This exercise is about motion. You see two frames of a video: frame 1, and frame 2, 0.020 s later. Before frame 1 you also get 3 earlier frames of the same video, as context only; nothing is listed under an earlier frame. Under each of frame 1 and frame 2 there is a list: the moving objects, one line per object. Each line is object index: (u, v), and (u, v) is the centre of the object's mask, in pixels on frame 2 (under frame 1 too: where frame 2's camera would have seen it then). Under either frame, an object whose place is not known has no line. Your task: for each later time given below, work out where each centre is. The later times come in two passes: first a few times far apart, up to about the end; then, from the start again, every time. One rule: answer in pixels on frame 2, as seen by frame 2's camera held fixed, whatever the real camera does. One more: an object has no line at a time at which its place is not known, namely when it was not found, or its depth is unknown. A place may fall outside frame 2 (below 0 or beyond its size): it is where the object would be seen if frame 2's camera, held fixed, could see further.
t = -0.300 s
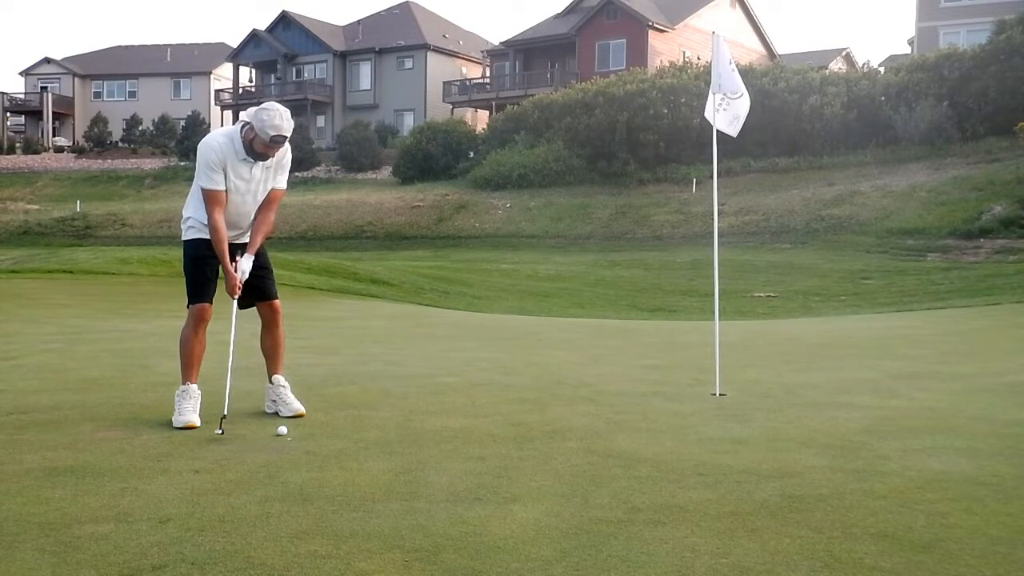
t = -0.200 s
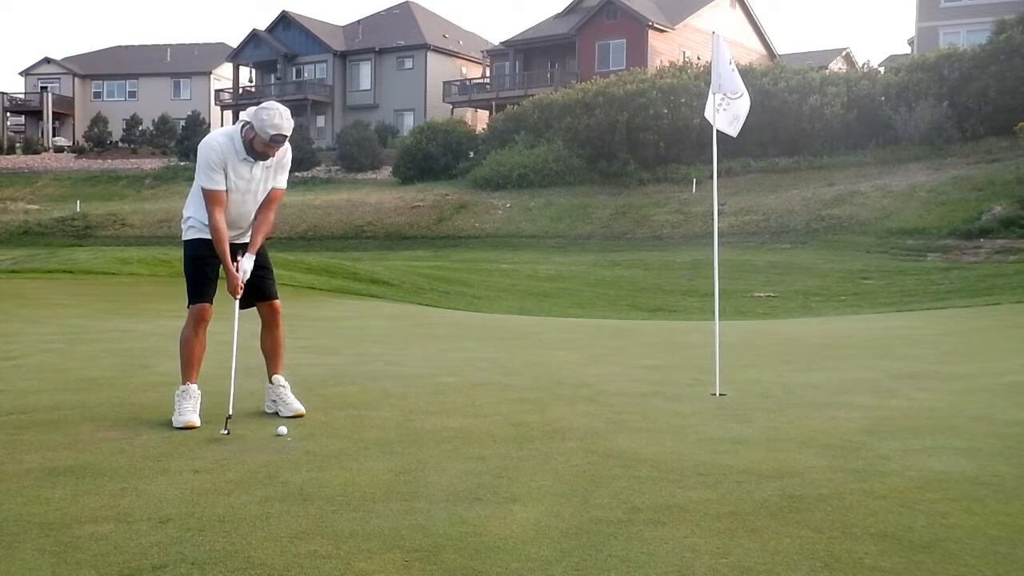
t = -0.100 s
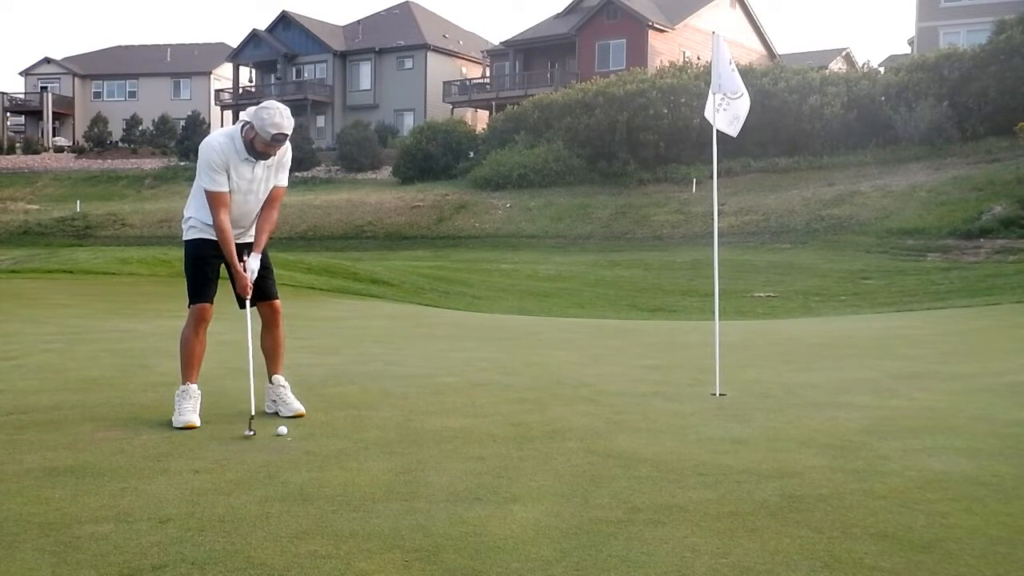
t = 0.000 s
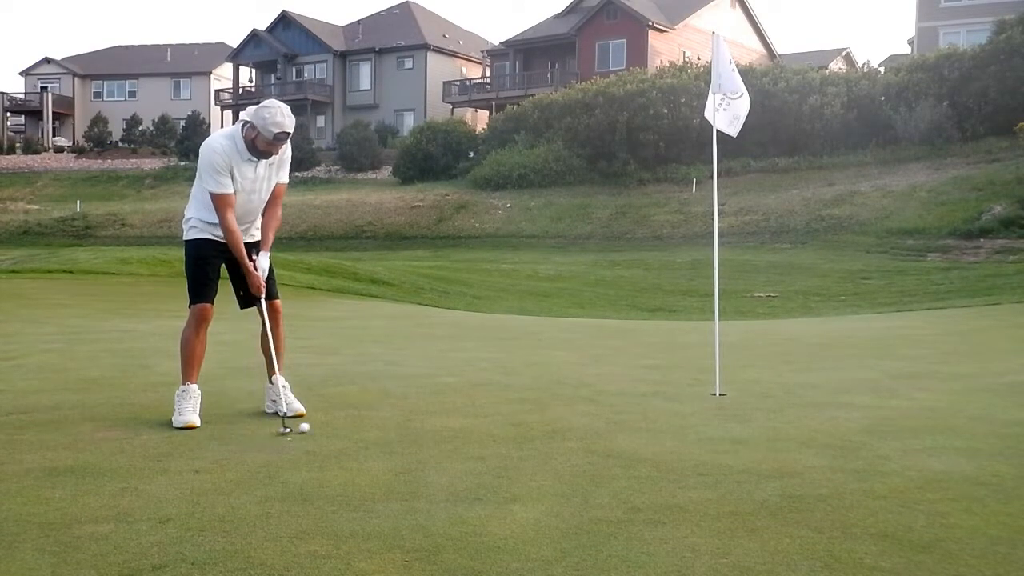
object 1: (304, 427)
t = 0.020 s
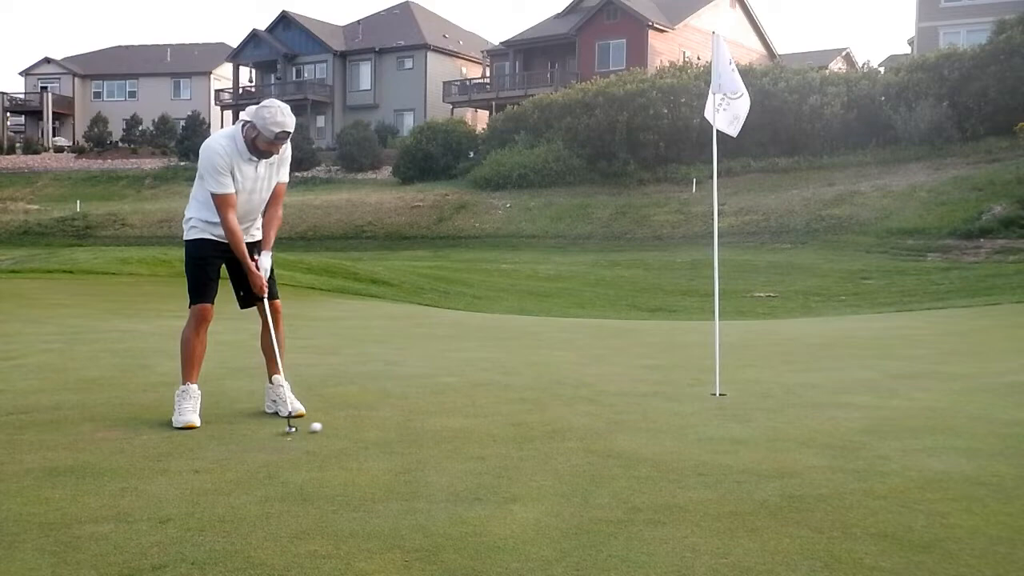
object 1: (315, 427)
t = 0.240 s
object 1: (408, 420)
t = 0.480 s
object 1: (485, 415)
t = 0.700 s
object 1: (544, 410)
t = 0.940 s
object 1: (598, 405)
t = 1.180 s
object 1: (644, 401)
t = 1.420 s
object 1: (682, 398)
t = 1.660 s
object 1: (712, 396)
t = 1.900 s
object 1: (738, 393)
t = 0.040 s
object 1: (326, 427)
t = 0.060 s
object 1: (336, 425)
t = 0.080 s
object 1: (346, 425)
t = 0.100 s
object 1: (357, 424)
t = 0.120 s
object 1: (365, 423)
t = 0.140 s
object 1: (372, 422)
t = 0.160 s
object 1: (379, 422)
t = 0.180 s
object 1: (388, 422)
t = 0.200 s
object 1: (395, 421)
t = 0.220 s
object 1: (402, 421)
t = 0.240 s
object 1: (408, 420)
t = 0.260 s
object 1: (415, 419)
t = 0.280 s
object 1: (422, 419)
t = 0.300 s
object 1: (429, 419)
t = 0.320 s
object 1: (435, 418)
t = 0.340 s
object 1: (442, 418)
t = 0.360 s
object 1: (448, 417)
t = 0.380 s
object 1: (454, 417)
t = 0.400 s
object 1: (461, 416)
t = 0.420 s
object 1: (467, 416)
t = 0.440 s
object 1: (473, 415)
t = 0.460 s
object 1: (479, 415)
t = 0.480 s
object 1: (485, 415)
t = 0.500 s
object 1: (491, 414)
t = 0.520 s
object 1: (496, 414)
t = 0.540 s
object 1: (502, 413)
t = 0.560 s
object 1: (507, 413)
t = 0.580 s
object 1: (513, 412)
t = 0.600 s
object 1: (518, 412)
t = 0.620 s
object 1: (523, 411)
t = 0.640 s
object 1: (529, 411)
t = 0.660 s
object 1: (533, 411)
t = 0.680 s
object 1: (538, 410)
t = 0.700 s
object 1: (544, 410)
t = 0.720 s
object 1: (548, 409)
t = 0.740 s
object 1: (554, 409)
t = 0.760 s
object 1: (558, 408)
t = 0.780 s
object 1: (563, 408)
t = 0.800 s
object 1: (568, 407)
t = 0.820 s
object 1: (572, 407)
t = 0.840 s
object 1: (577, 407)
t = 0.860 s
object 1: (581, 406)
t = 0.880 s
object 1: (586, 405)
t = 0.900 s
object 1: (590, 406)
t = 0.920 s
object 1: (594, 405)
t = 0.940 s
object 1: (598, 405)
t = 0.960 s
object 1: (603, 405)
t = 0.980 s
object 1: (607, 404)
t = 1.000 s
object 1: (610, 404)
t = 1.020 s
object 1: (614, 404)
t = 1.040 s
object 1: (619, 403)
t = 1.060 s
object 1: (622, 403)
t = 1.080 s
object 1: (626, 403)
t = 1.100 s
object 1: (630, 403)
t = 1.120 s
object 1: (633, 402)
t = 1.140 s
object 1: (637, 402)
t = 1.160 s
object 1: (640, 402)
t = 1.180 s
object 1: (644, 401)
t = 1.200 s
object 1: (648, 401)
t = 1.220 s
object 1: (651, 401)
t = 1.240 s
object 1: (654, 401)
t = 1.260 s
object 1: (658, 400)
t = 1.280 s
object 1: (661, 400)
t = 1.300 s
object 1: (664, 400)
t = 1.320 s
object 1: (667, 400)
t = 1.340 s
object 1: (670, 399)
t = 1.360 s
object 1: (673, 399)
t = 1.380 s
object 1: (676, 399)
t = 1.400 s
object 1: (679, 399)
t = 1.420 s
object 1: (682, 398)
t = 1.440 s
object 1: (685, 398)
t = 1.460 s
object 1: (687, 398)
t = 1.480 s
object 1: (690, 398)
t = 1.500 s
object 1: (692, 398)
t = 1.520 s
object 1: (695, 397)
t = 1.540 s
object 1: (698, 397)
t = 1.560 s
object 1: (700, 397)
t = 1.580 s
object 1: (703, 396)
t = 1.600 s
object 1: (705, 396)
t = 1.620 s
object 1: (708, 396)
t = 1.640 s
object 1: (710, 396)
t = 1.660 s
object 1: (712, 396)
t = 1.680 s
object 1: (714, 395)
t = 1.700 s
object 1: (717, 395)
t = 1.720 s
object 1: (720, 395)
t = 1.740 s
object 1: (721, 395)
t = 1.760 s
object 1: (723, 395)
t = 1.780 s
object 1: (726, 394)
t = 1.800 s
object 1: (727, 394)
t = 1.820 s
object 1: (730, 394)
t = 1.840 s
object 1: (732, 394)
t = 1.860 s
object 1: (734, 393)
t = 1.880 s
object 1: (735, 393)
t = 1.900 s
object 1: (738, 393)
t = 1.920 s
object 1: (740, 393)
